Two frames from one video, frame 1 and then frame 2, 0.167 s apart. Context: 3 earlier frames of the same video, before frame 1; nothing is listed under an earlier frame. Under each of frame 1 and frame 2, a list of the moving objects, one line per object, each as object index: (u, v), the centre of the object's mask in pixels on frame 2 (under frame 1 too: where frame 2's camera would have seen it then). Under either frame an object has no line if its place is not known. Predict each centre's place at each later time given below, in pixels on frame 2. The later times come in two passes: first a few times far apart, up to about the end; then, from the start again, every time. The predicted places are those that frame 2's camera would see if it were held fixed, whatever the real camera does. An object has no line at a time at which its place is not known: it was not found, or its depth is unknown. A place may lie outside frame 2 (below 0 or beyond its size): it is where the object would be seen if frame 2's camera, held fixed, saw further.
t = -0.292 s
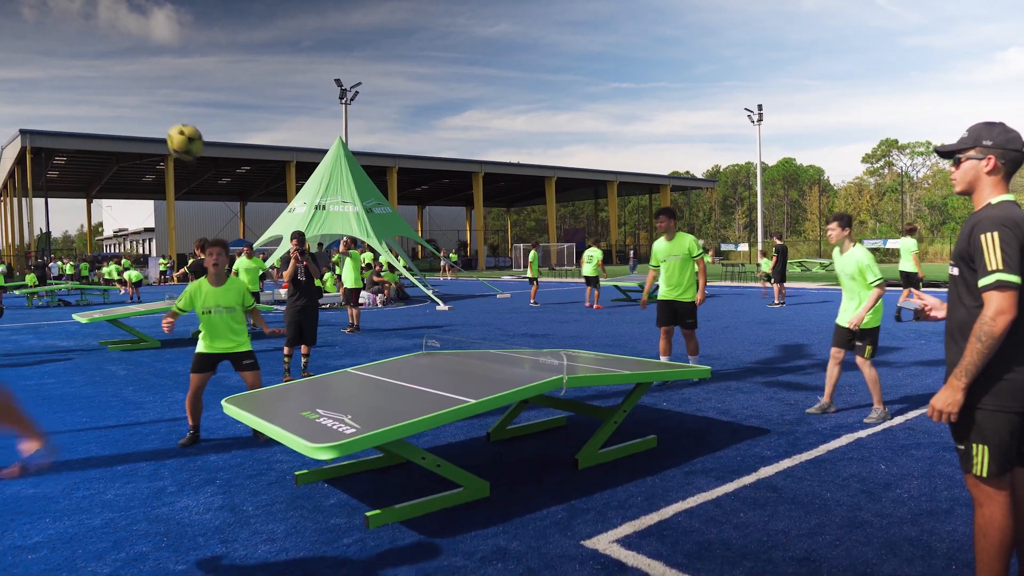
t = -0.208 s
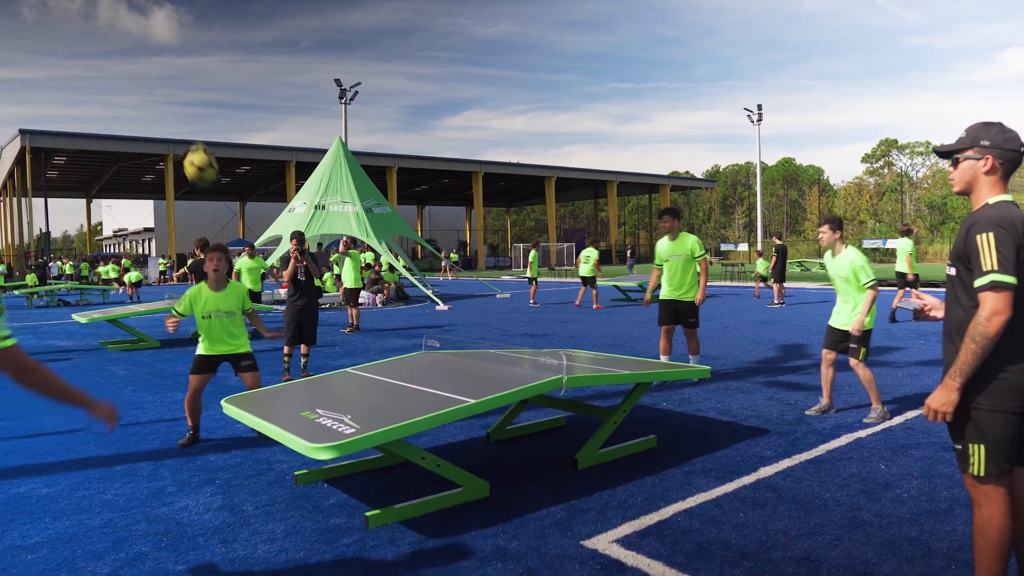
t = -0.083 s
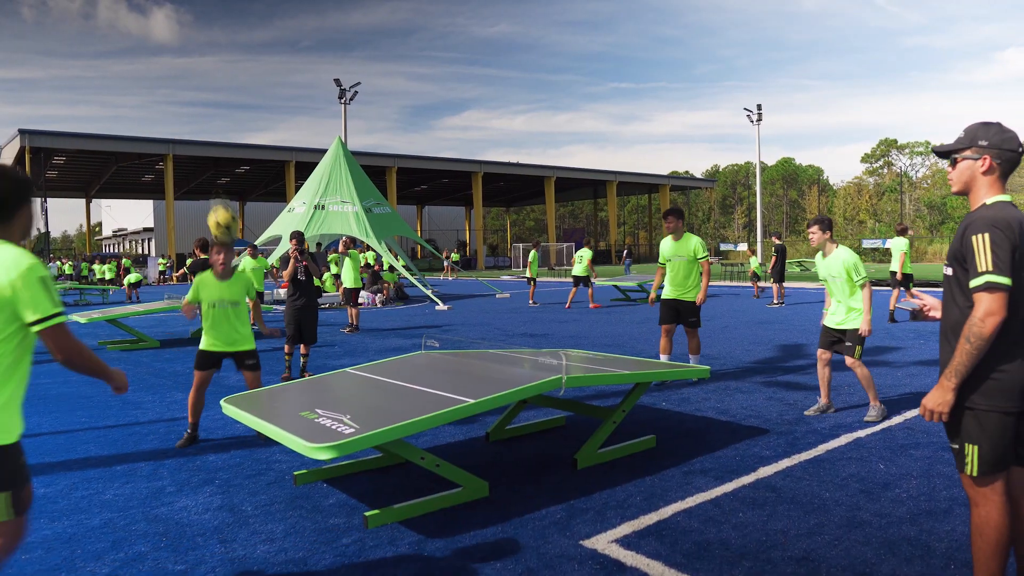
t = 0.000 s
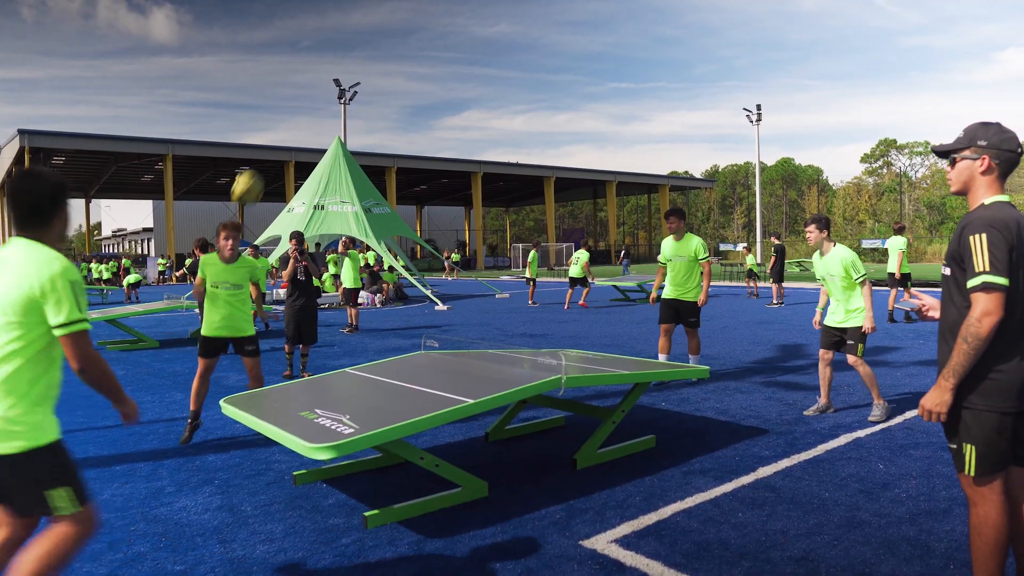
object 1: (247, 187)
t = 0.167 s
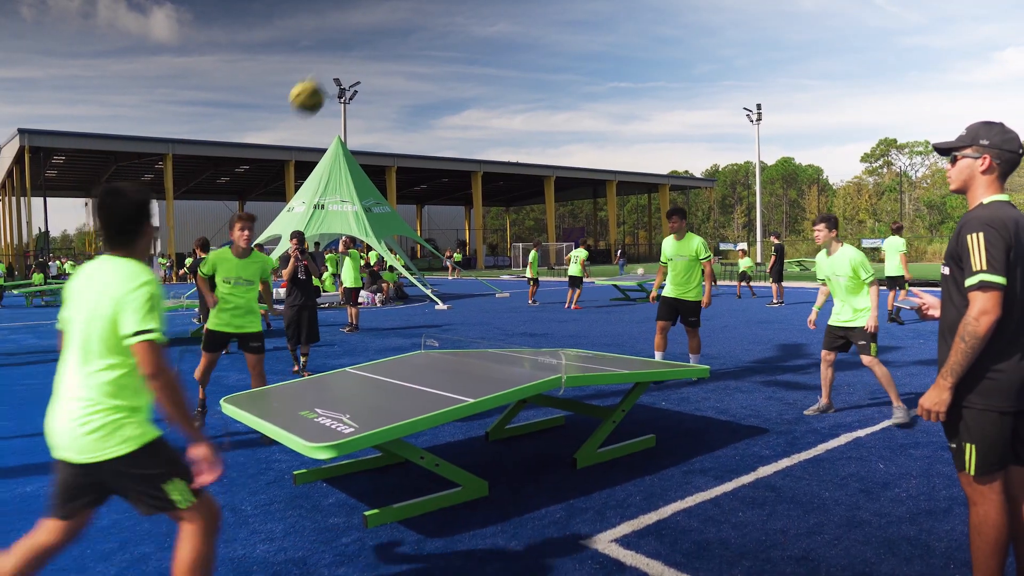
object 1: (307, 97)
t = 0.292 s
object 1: (360, 48)
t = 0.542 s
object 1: (495, 30)
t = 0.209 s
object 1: (325, 77)
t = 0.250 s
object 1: (342, 62)
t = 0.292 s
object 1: (360, 48)
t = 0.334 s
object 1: (380, 38)
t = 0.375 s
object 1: (402, 30)
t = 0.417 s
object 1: (424, 25)
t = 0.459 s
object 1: (448, 23)
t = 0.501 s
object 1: (471, 24)
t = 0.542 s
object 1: (495, 30)
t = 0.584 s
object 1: (522, 41)
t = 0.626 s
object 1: (549, 58)
